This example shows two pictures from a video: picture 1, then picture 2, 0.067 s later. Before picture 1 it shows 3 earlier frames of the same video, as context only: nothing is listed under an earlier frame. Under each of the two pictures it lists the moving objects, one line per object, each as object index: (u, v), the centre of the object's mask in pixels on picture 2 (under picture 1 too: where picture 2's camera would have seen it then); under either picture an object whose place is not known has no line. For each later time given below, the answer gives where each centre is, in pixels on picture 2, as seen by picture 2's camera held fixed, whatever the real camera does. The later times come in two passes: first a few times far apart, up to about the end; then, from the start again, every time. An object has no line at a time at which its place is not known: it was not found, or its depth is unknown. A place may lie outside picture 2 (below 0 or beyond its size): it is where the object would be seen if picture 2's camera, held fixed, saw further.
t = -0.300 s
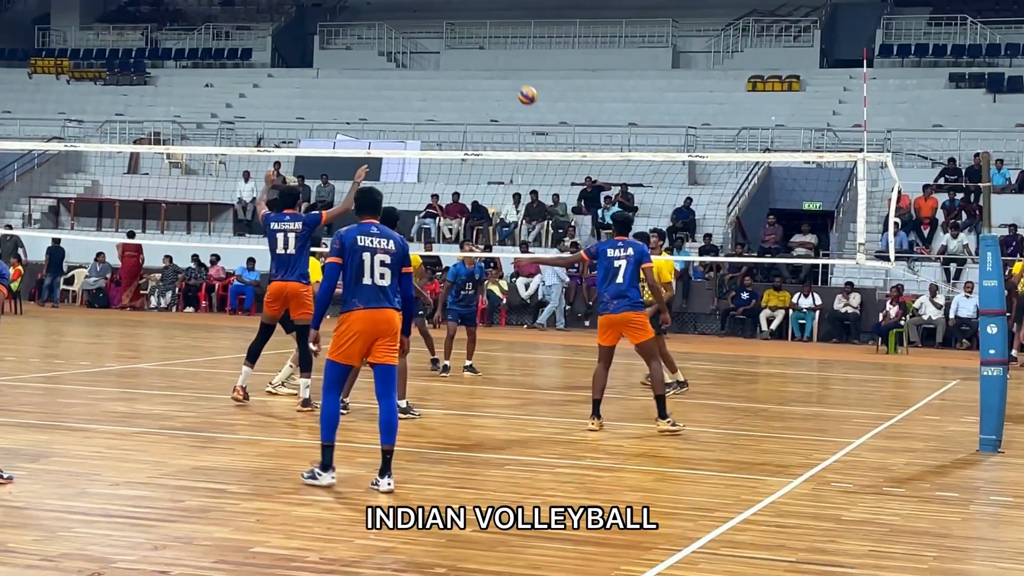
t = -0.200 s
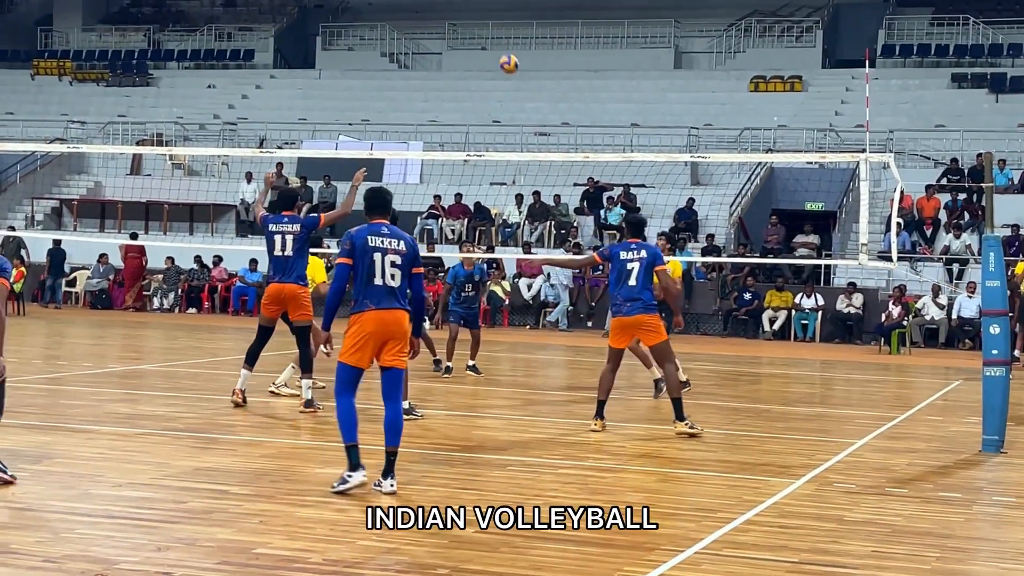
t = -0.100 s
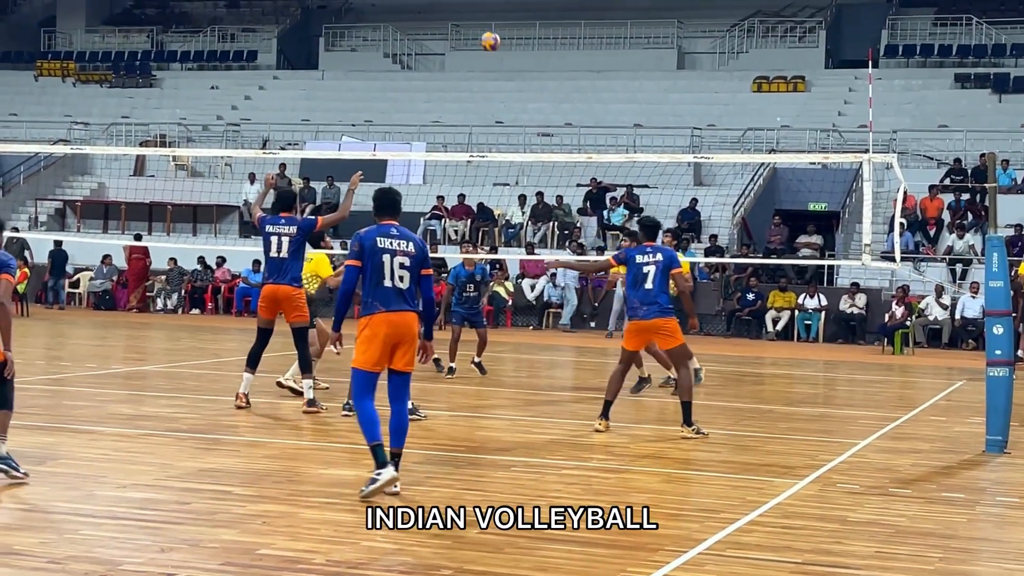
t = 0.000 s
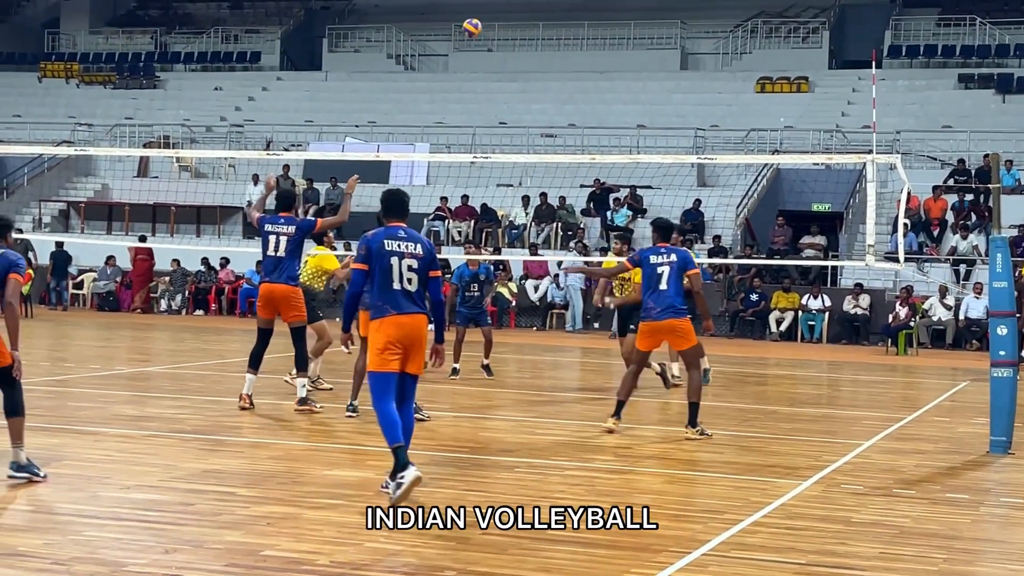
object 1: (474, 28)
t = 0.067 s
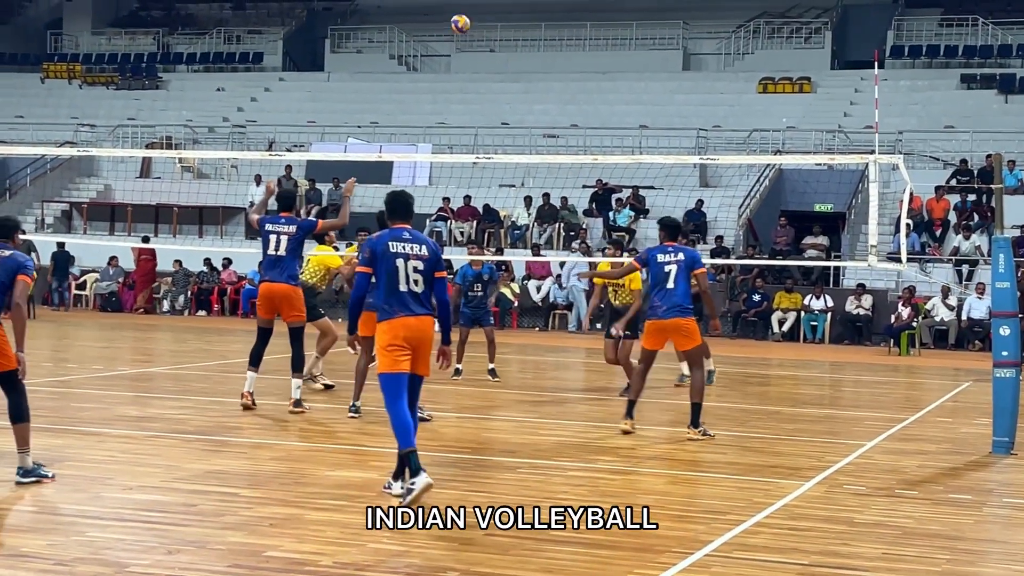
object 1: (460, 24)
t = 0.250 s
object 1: (420, 28)
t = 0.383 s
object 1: (389, 53)
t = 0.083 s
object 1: (457, 24)
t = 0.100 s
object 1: (453, 23)
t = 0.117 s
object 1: (449, 22)
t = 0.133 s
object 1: (446, 22)
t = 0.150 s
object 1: (442, 23)
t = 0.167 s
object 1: (438, 23)
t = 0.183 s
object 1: (434, 24)
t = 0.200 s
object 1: (431, 25)
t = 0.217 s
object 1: (427, 26)
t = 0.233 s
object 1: (424, 27)
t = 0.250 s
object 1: (420, 28)
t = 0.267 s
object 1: (417, 30)
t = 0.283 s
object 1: (412, 34)
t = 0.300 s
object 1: (408, 36)
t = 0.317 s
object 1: (404, 39)
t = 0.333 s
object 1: (401, 42)
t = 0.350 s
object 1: (397, 46)
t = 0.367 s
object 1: (393, 49)
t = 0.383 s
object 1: (389, 53)
